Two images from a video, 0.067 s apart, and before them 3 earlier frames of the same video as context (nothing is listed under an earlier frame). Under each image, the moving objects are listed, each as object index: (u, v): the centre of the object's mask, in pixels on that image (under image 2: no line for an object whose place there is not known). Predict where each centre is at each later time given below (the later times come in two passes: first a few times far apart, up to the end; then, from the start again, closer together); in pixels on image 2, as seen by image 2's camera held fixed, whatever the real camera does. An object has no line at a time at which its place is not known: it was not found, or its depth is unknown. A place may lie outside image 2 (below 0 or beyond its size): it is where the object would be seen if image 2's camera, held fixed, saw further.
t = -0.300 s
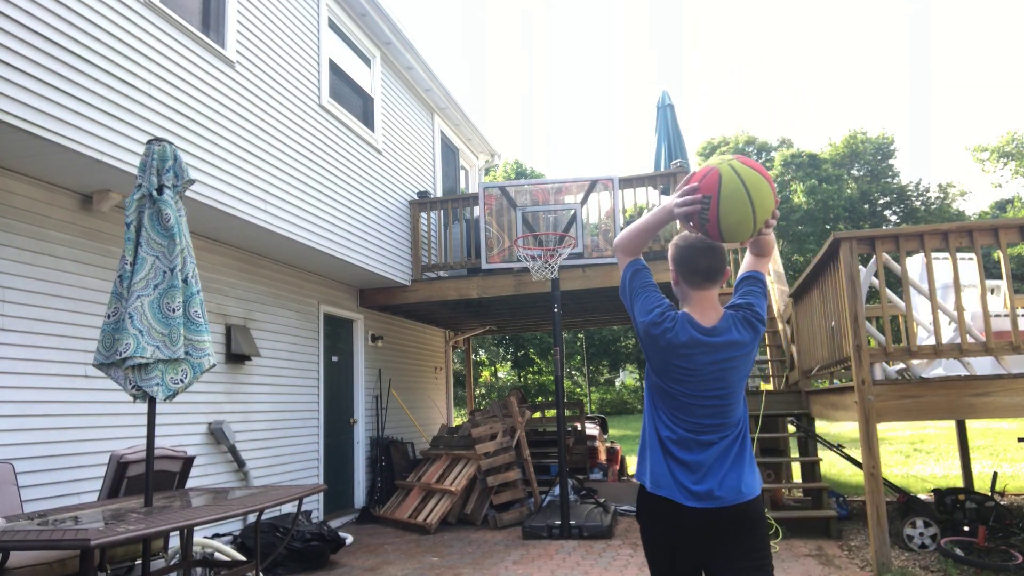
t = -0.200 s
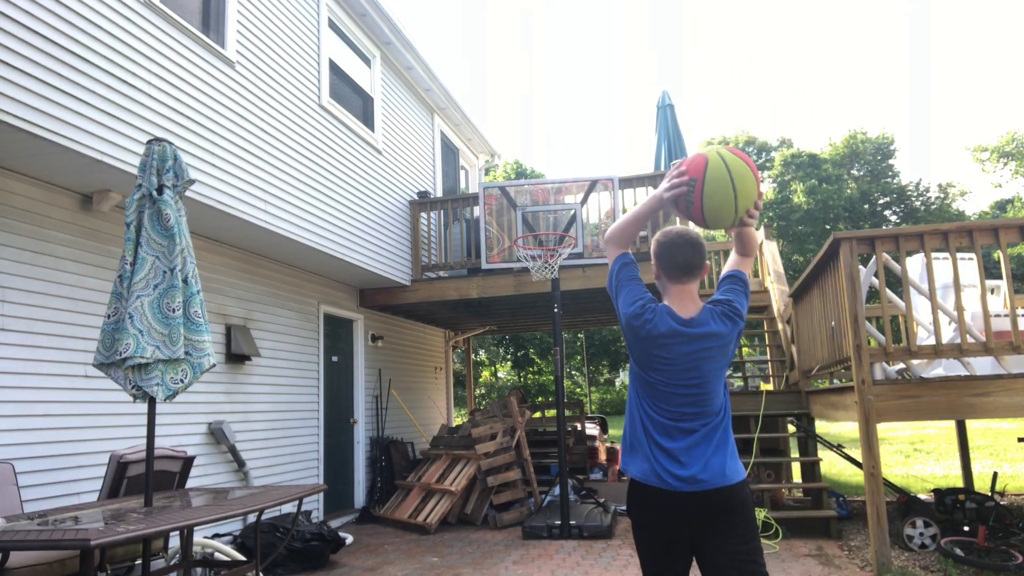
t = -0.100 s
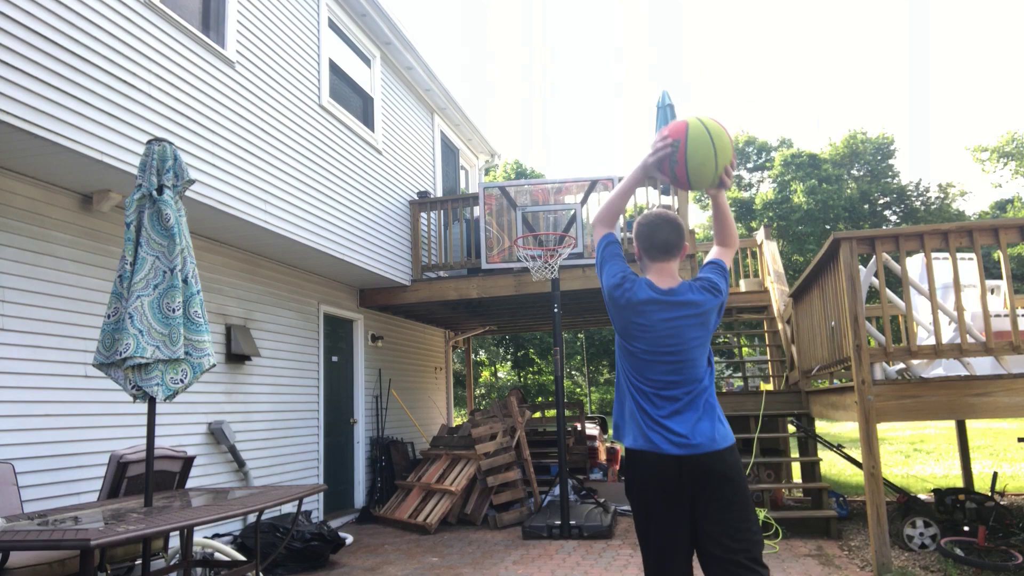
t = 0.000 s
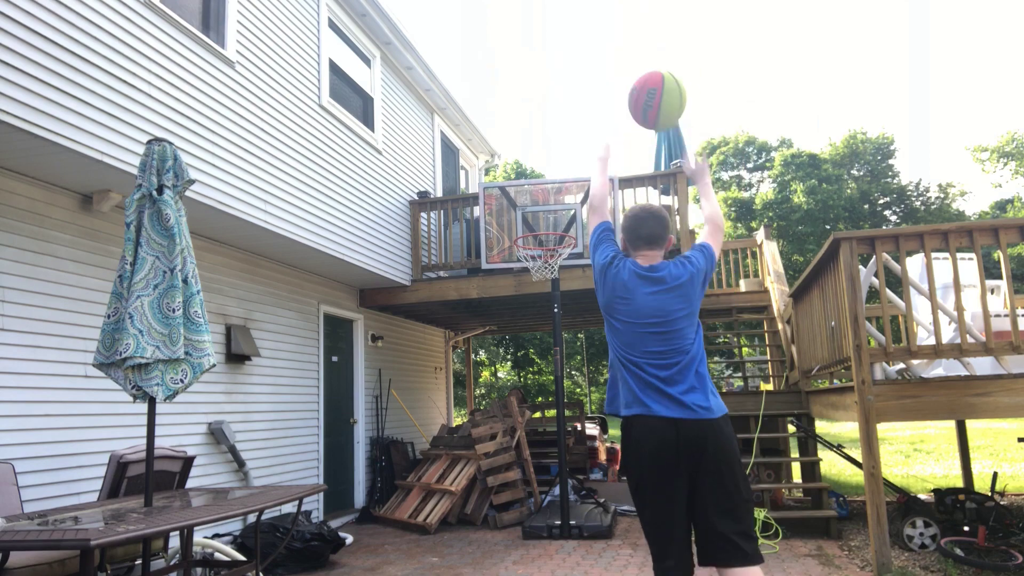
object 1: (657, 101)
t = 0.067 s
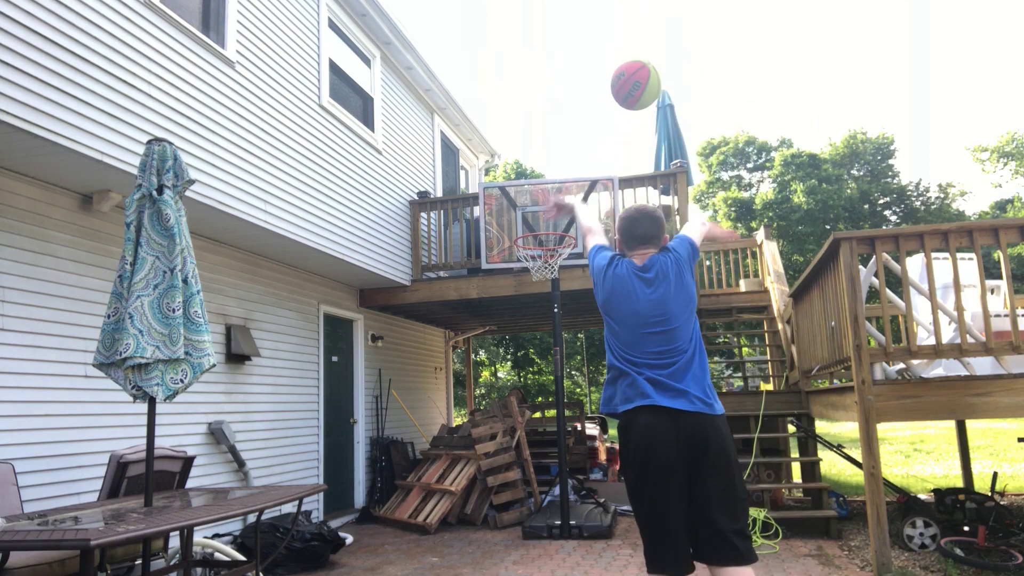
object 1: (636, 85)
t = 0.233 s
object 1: (603, 90)
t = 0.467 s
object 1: (579, 149)
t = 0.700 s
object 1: (565, 221)
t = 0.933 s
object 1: (519, 225)
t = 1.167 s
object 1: (500, 224)
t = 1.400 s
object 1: (483, 282)
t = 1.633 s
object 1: (470, 403)
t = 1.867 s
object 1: (455, 502)
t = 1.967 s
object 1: (446, 435)
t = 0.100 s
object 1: (627, 82)
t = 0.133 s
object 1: (620, 82)
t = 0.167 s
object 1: (613, 82)
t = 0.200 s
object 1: (608, 85)
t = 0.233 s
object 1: (603, 90)
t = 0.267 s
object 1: (598, 96)
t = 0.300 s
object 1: (594, 102)
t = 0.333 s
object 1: (590, 110)
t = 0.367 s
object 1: (587, 119)
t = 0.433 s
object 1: (581, 138)
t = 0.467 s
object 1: (579, 149)
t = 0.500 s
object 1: (577, 160)
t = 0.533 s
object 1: (575, 172)
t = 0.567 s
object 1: (573, 184)
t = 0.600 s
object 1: (571, 192)
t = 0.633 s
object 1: (569, 200)
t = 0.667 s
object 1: (567, 211)
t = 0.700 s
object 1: (565, 221)
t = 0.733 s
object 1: (561, 227)
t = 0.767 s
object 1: (552, 226)
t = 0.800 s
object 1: (543, 224)
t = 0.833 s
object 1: (533, 223)
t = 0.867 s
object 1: (525, 229)
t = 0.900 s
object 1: (522, 226)
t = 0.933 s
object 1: (519, 225)
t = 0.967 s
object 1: (517, 222)
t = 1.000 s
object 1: (514, 220)
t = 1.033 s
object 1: (511, 219)
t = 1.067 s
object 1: (508, 218)
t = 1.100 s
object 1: (505, 218)
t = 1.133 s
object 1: (502, 221)
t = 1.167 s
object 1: (500, 224)
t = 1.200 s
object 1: (498, 229)
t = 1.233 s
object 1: (495, 233)
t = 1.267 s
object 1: (493, 241)
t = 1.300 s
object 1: (491, 250)
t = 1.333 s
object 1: (488, 259)
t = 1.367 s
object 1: (486, 269)
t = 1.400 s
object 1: (483, 282)
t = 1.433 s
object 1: (481, 296)
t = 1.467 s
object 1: (479, 310)
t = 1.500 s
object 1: (478, 326)
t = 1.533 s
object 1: (475, 343)
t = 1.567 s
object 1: (473, 362)
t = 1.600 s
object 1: (471, 382)
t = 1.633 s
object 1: (470, 403)
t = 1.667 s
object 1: (468, 427)
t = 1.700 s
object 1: (466, 450)
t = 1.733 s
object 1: (465, 476)
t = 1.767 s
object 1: (463, 504)
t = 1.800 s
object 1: (461, 532)
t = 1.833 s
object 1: (459, 527)
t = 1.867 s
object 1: (455, 502)
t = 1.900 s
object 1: (452, 477)
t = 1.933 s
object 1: (449, 455)
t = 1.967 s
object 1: (446, 435)
